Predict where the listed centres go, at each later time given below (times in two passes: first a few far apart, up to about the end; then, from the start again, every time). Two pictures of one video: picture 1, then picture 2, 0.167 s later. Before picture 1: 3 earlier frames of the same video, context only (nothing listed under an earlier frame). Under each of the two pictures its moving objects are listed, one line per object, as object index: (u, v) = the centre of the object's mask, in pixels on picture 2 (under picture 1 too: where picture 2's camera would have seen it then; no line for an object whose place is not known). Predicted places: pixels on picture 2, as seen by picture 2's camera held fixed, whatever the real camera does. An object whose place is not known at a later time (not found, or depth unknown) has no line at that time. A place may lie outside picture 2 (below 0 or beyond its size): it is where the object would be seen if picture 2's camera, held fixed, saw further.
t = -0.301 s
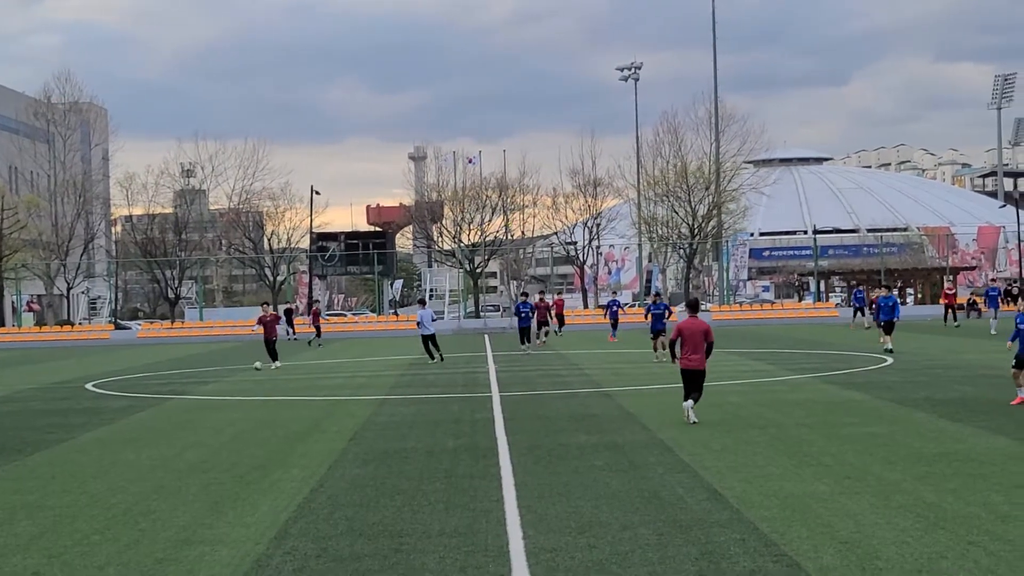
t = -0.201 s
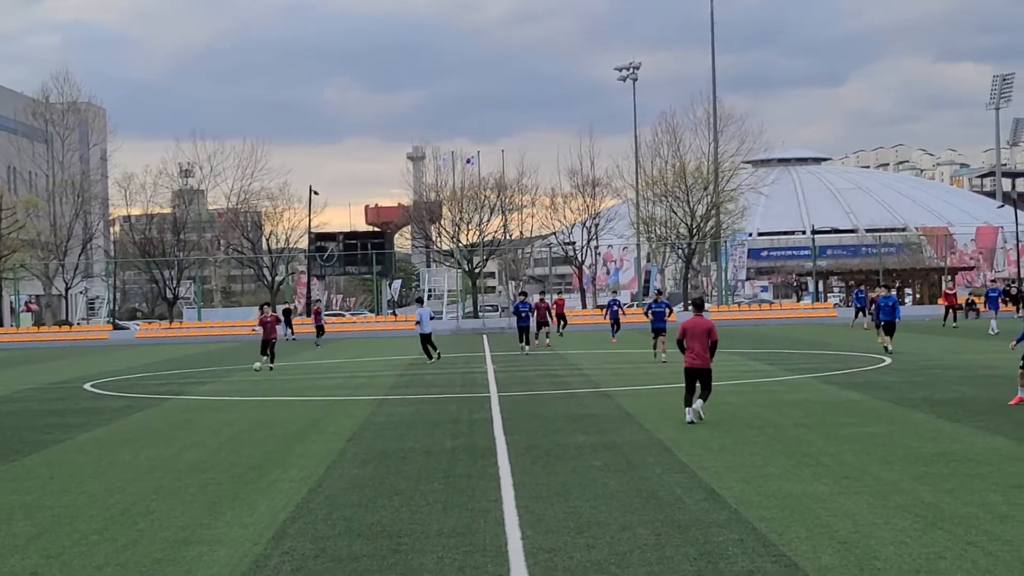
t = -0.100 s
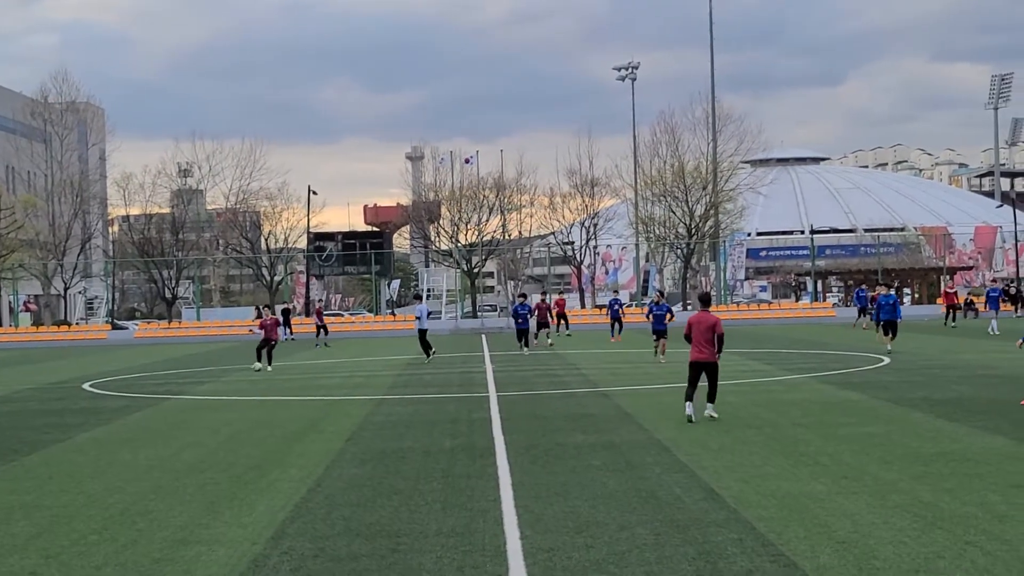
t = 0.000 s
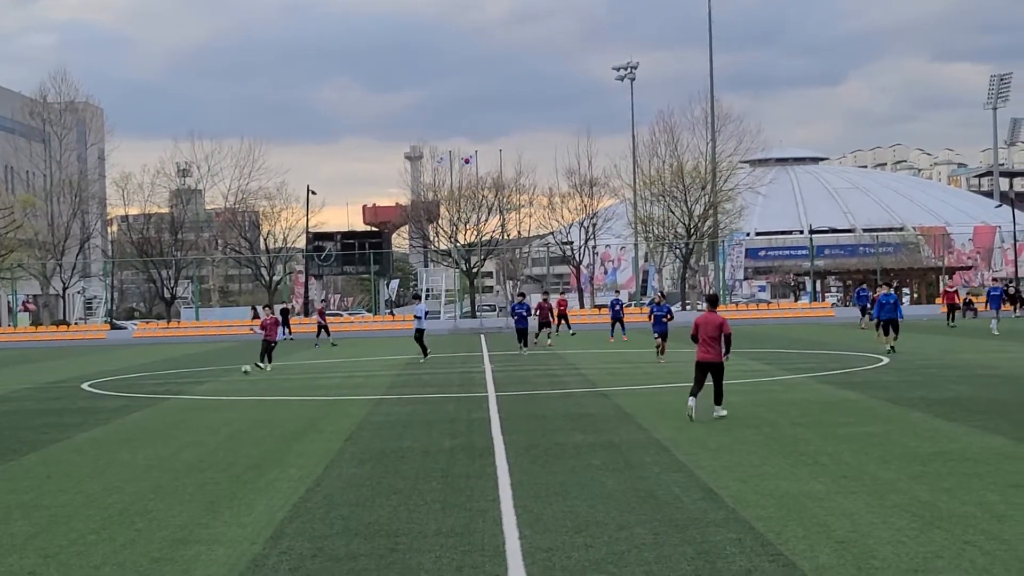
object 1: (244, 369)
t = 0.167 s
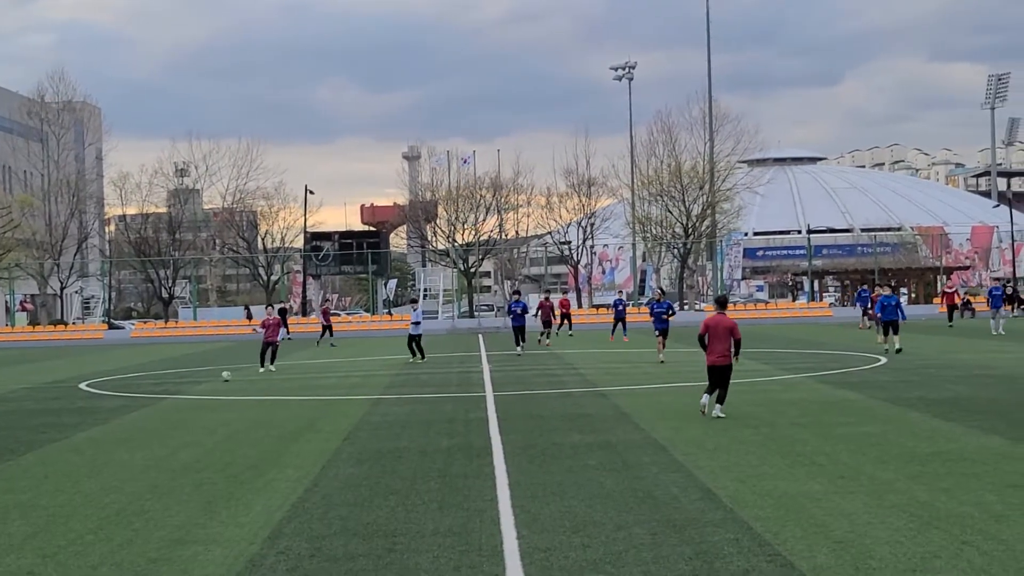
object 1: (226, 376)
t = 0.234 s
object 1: (218, 377)
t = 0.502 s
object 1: (185, 389)
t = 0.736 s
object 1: (154, 404)
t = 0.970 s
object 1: (122, 416)
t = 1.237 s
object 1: (86, 430)
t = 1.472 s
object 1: (54, 448)
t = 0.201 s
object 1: (222, 377)
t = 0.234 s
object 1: (218, 377)
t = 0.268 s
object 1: (214, 378)
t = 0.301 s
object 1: (210, 380)
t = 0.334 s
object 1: (205, 382)
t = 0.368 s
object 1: (201, 386)
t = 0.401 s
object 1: (197, 386)
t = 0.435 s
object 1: (194, 386)
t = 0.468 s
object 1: (190, 387)
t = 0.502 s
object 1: (185, 389)
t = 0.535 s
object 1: (181, 392)
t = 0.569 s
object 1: (176, 395)
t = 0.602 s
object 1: (172, 397)
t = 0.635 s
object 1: (168, 398)
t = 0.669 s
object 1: (163, 399)
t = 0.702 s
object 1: (159, 401)
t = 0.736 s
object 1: (154, 404)
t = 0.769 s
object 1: (150, 406)
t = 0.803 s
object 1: (146, 406)
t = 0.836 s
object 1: (141, 408)
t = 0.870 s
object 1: (135, 410)
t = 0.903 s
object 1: (131, 414)
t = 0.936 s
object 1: (127, 415)
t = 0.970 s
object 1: (122, 416)
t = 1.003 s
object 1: (117, 417)
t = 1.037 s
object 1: (113, 420)
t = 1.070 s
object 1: (108, 423)
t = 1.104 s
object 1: (103, 425)
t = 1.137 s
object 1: (99, 425)
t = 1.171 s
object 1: (95, 426)
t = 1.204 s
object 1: (90, 428)
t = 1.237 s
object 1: (86, 430)
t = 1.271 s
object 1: (82, 435)
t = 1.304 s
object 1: (76, 437)
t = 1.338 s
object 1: (72, 437)
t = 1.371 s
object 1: (68, 438)
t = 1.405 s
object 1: (63, 441)
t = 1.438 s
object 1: (59, 445)
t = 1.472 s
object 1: (54, 448)
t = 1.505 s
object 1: (50, 449)
